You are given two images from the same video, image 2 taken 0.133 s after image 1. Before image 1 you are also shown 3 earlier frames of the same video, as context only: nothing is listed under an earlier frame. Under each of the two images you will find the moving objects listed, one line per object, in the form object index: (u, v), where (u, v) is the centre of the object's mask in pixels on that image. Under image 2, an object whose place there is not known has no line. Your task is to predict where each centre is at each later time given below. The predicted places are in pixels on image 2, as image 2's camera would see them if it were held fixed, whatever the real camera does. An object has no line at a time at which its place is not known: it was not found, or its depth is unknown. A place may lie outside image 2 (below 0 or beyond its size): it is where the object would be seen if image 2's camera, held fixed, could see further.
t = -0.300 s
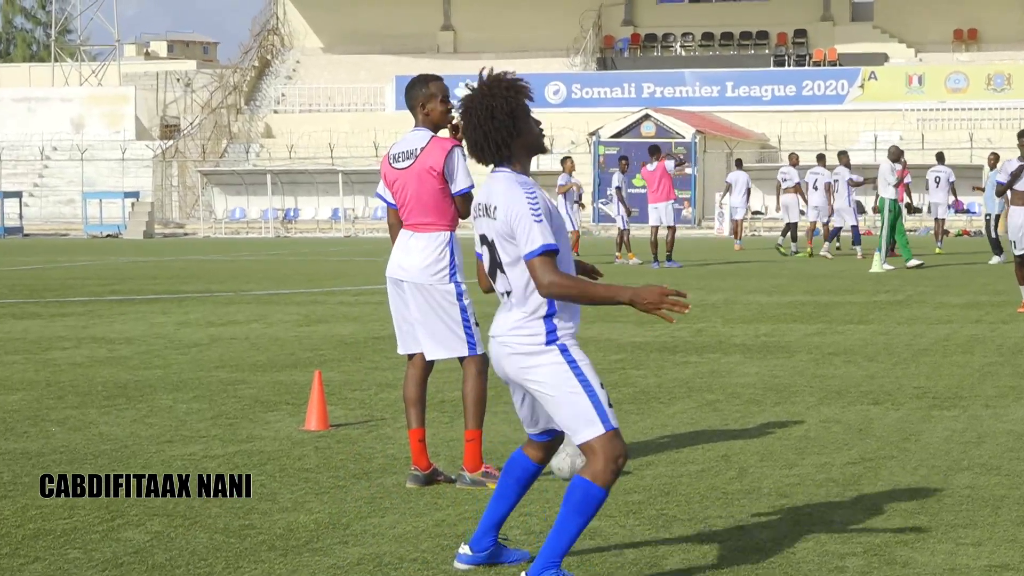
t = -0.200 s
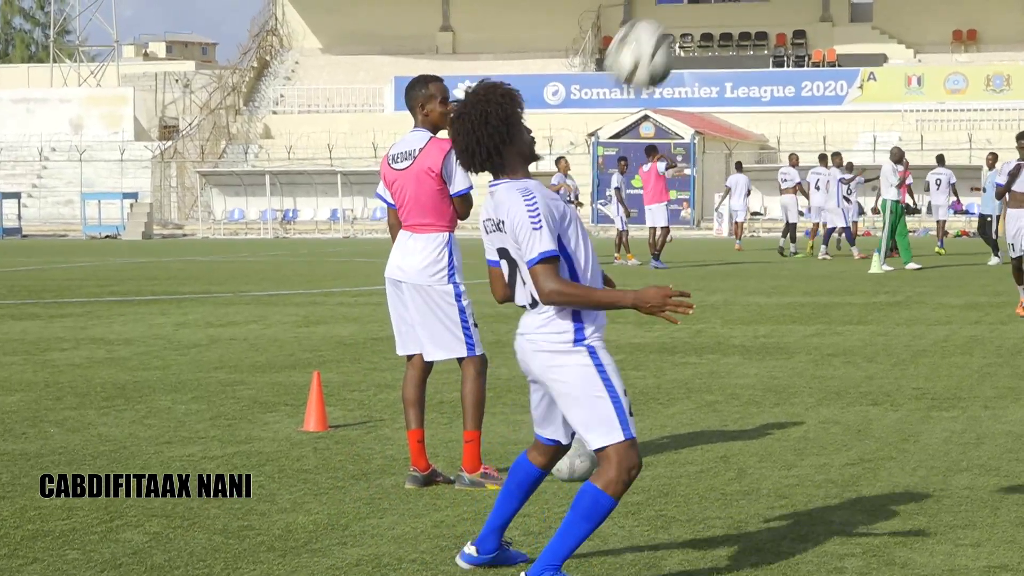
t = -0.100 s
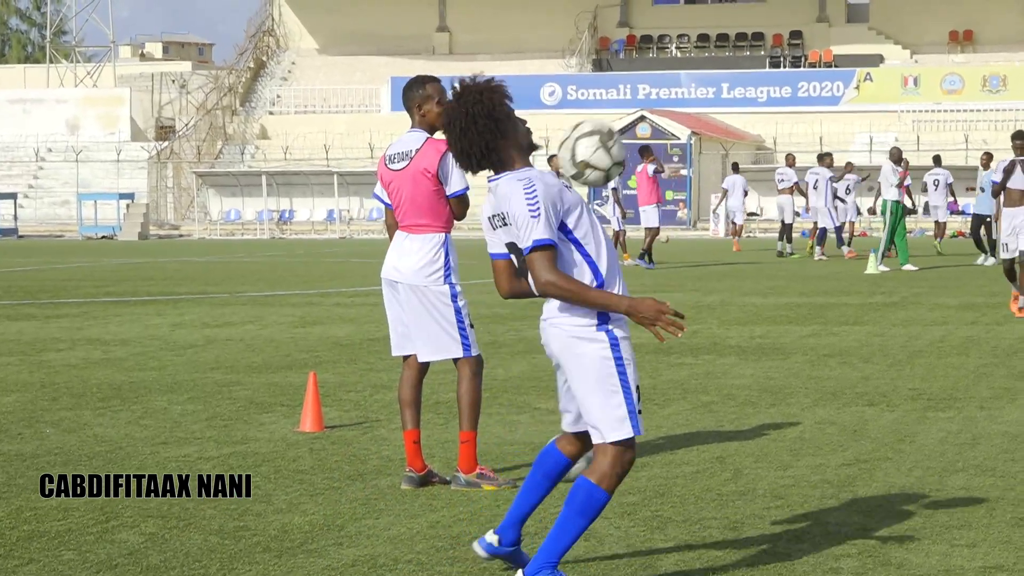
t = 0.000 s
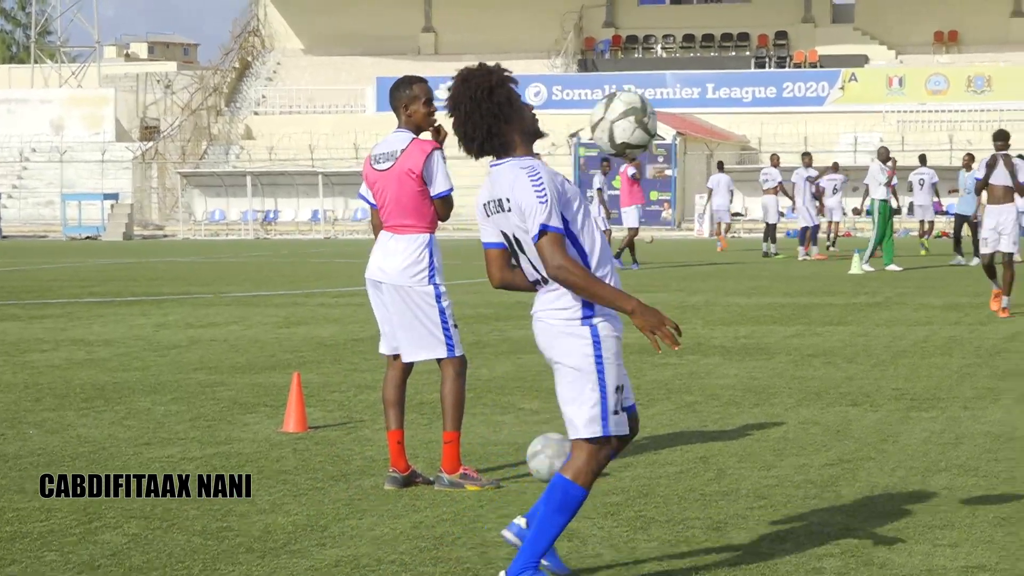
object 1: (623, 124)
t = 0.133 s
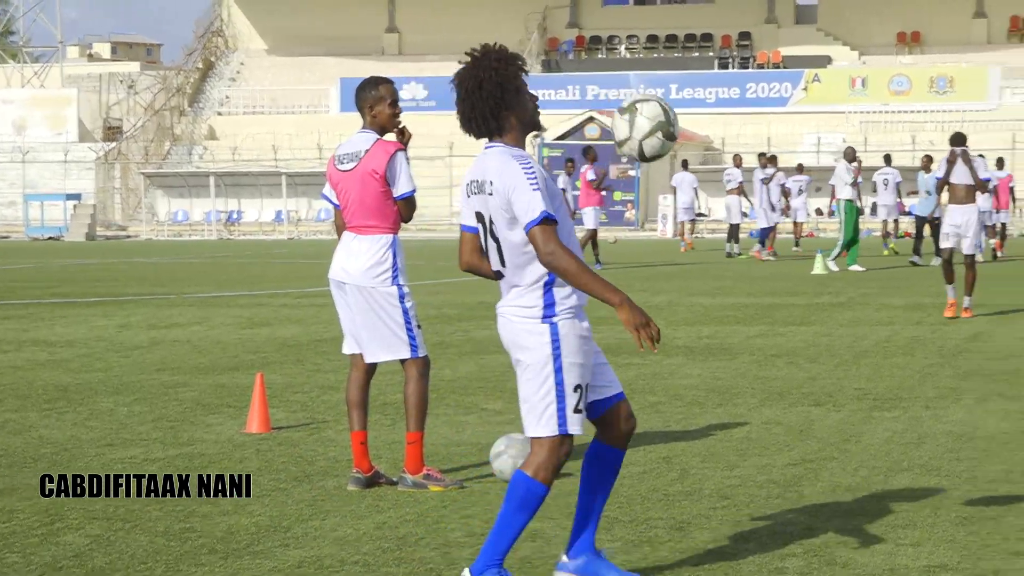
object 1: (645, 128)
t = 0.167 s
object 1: (666, 139)
